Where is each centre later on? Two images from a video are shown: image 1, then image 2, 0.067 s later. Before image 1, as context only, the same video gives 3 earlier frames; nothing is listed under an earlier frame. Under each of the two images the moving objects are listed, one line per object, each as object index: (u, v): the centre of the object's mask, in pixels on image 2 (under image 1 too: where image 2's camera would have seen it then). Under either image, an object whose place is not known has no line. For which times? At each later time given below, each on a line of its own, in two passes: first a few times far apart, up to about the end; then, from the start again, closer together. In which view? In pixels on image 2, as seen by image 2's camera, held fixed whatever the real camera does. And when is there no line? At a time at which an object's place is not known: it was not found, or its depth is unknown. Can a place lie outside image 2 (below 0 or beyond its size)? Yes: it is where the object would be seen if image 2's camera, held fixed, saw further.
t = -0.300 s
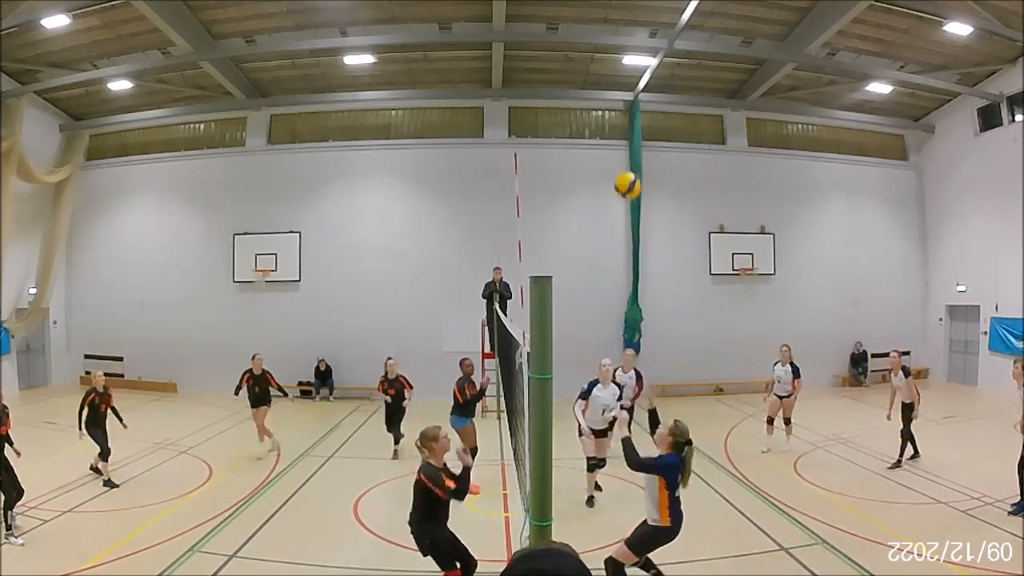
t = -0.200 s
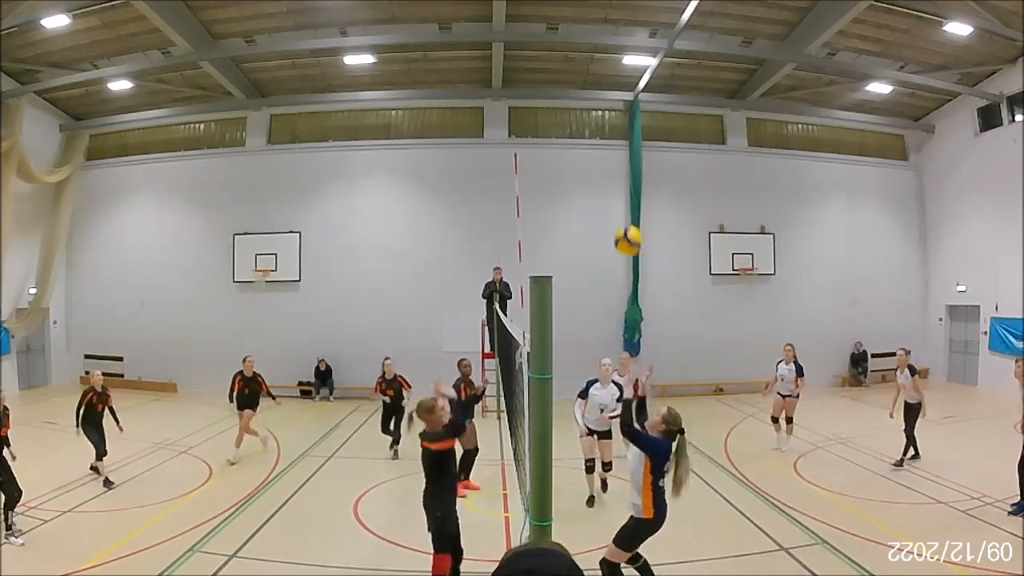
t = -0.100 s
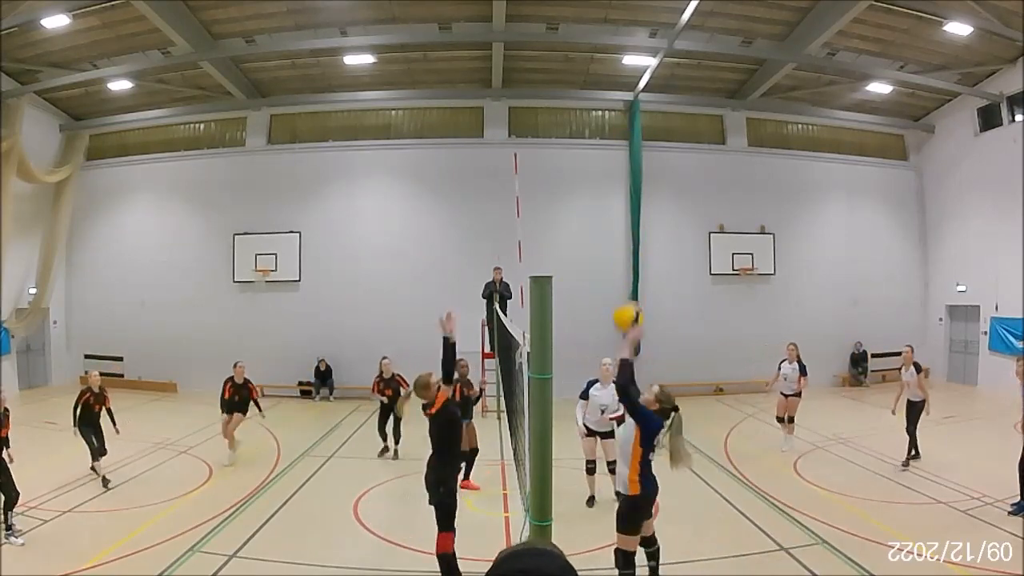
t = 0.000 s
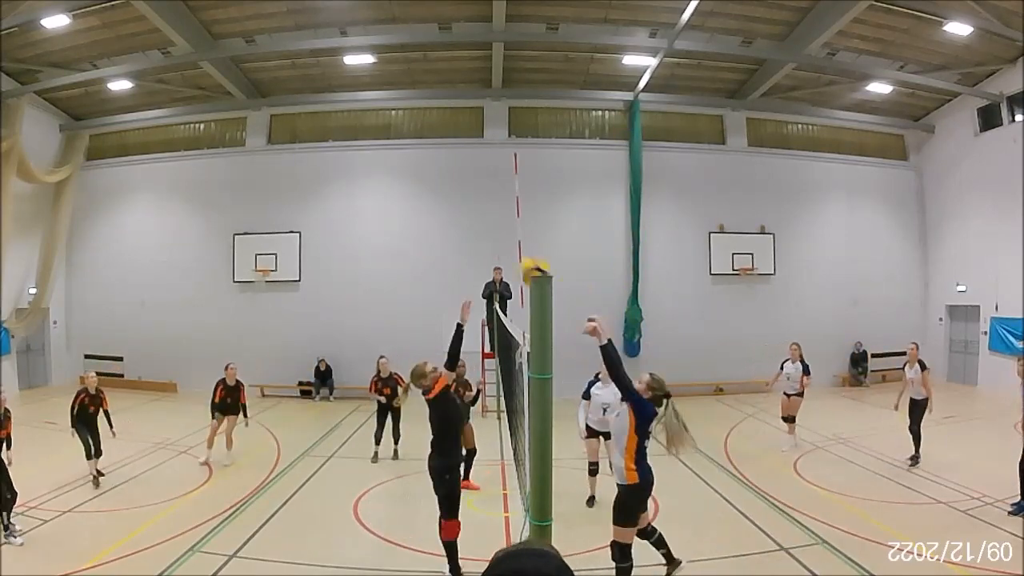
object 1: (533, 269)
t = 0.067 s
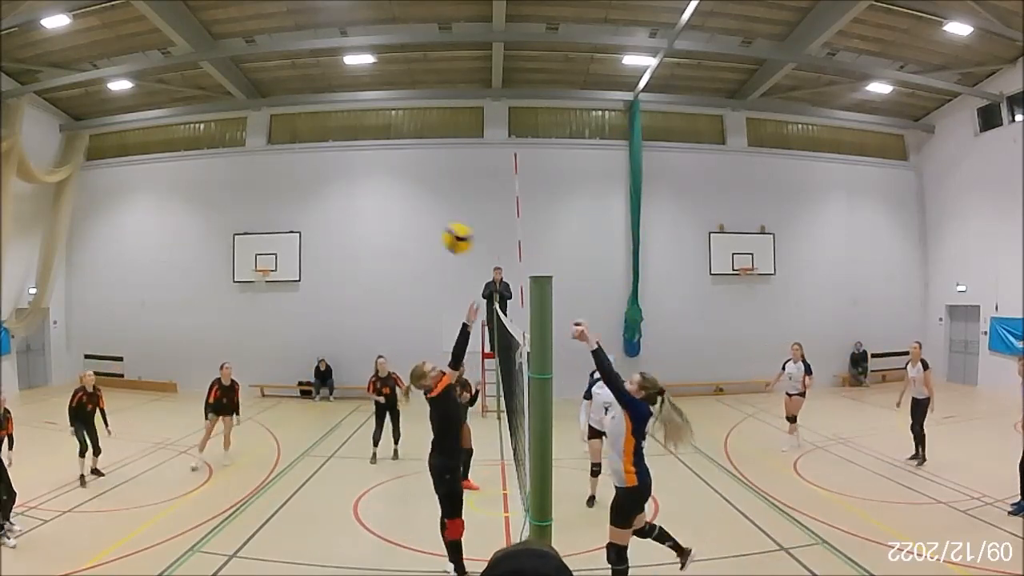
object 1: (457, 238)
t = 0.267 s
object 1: (270, 193)
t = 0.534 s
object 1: (92, 226)
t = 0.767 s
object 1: (5, 305)
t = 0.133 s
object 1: (394, 217)
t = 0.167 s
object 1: (360, 208)
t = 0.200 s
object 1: (328, 201)
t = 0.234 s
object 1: (297, 196)
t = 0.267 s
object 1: (270, 193)
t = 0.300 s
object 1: (242, 191)
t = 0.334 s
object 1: (216, 192)
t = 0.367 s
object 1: (192, 195)
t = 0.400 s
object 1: (169, 199)
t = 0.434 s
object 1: (148, 204)
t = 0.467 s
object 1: (128, 211)
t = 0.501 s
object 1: (109, 218)
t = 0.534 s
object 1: (92, 226)
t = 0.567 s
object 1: (76, 235)
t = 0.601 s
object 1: (61, 245)
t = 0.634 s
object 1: (50, 254)
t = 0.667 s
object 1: (36, 265)
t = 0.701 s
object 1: (23, 278)
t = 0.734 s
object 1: (13, 291)
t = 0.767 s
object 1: (5, 305)
